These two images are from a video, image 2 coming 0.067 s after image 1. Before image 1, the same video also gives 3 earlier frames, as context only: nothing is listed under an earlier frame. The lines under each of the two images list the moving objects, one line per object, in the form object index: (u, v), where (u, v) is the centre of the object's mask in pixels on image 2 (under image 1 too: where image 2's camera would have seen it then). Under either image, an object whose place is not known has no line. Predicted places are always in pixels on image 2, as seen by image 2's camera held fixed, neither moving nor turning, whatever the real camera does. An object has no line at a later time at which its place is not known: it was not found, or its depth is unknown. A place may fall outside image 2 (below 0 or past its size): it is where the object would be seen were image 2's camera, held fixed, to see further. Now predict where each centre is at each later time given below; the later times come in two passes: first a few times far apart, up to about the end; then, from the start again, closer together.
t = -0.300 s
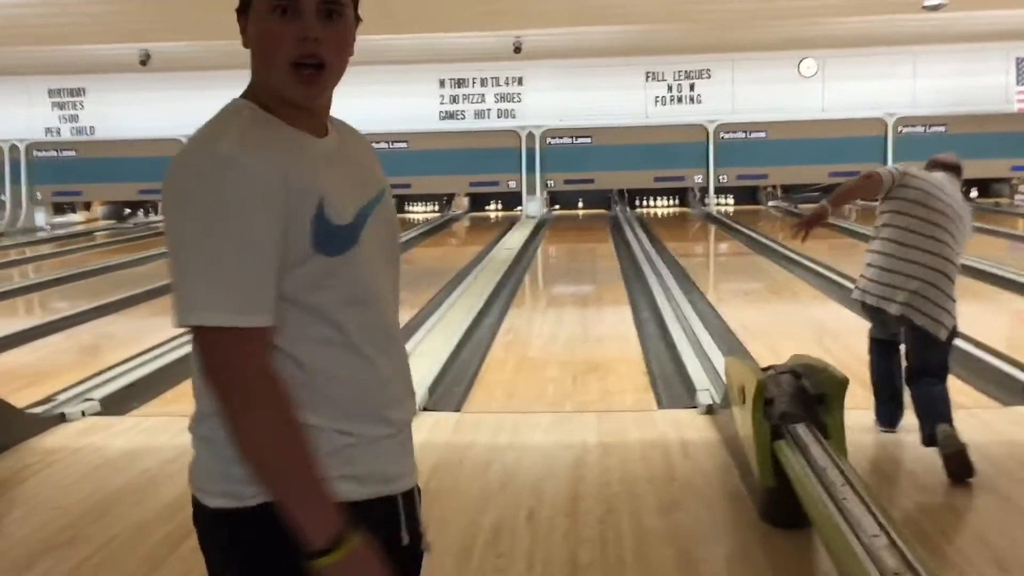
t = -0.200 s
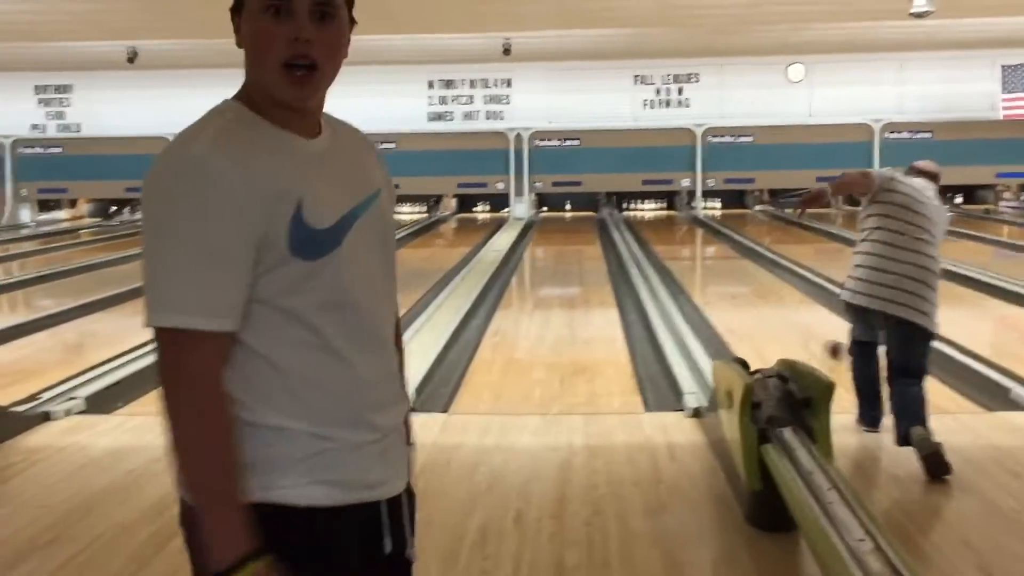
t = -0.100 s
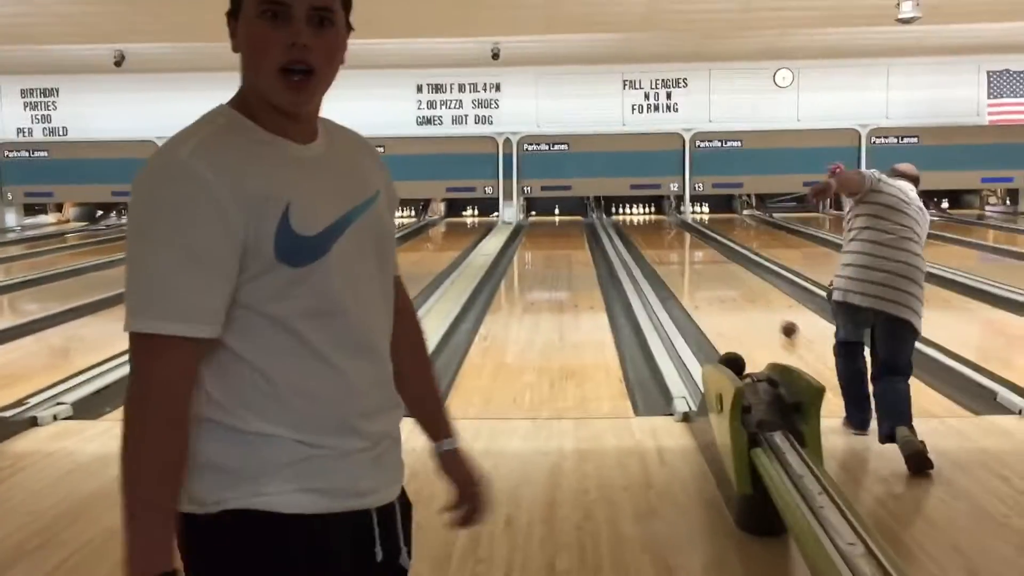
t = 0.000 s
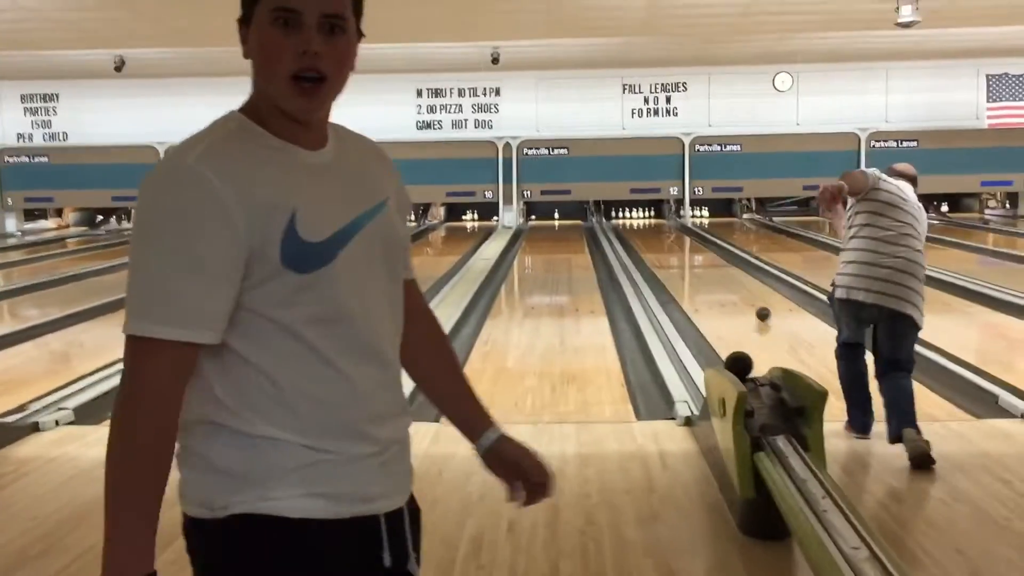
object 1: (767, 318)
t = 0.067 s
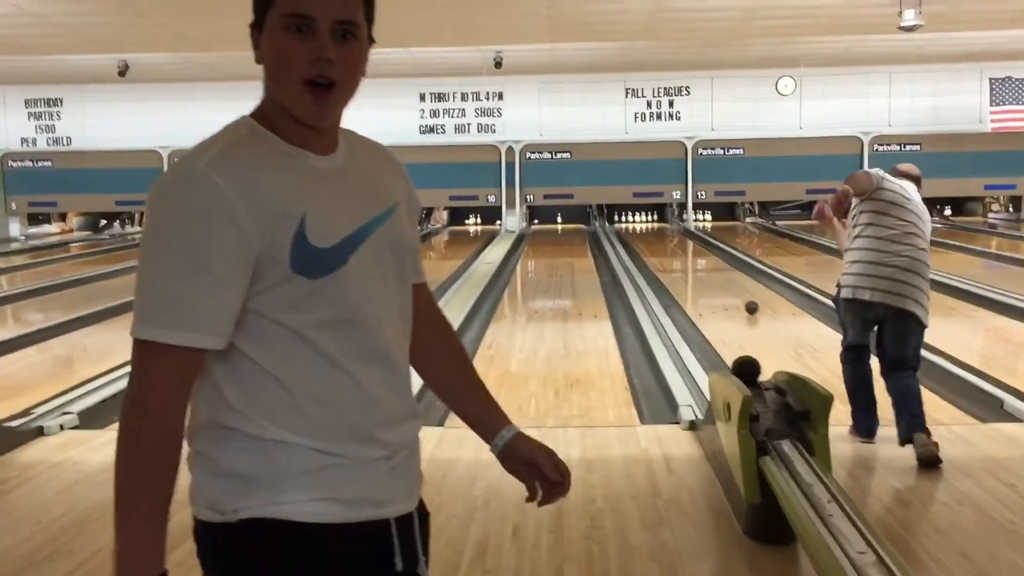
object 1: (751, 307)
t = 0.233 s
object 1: (721, 286)
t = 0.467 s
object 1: (692, 267)
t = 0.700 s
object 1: (670, 254)
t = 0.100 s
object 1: (744, 303)
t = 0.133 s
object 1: (738, 298)
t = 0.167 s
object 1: (732, 294)
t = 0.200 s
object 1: (726, 290)
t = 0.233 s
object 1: (721, 286)
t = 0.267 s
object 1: (716, 283)
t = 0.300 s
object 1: (712, 280)
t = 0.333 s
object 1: (707, 277)
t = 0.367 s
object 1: (703, 274)
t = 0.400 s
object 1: (699, 270)
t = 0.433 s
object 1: (696, 268)
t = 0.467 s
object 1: (692, 267)
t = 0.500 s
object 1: (688, 265)
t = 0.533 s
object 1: (684, 264)
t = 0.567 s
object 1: (681, 261)
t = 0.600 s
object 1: (678, 259)
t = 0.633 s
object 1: (676, 256)
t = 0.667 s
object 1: (673, 255)
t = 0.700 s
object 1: (670, 254)
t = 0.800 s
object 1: (663, 249)
